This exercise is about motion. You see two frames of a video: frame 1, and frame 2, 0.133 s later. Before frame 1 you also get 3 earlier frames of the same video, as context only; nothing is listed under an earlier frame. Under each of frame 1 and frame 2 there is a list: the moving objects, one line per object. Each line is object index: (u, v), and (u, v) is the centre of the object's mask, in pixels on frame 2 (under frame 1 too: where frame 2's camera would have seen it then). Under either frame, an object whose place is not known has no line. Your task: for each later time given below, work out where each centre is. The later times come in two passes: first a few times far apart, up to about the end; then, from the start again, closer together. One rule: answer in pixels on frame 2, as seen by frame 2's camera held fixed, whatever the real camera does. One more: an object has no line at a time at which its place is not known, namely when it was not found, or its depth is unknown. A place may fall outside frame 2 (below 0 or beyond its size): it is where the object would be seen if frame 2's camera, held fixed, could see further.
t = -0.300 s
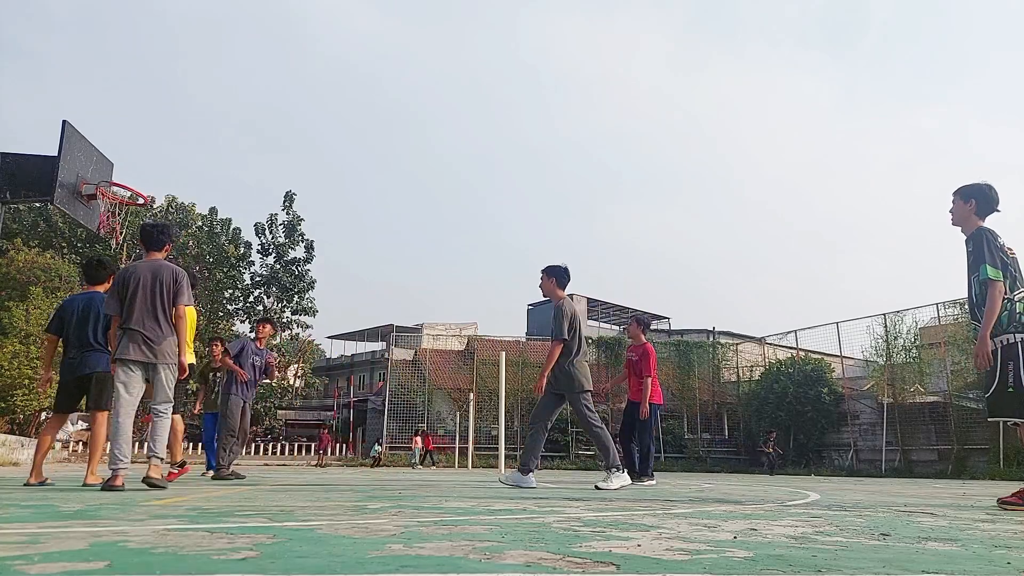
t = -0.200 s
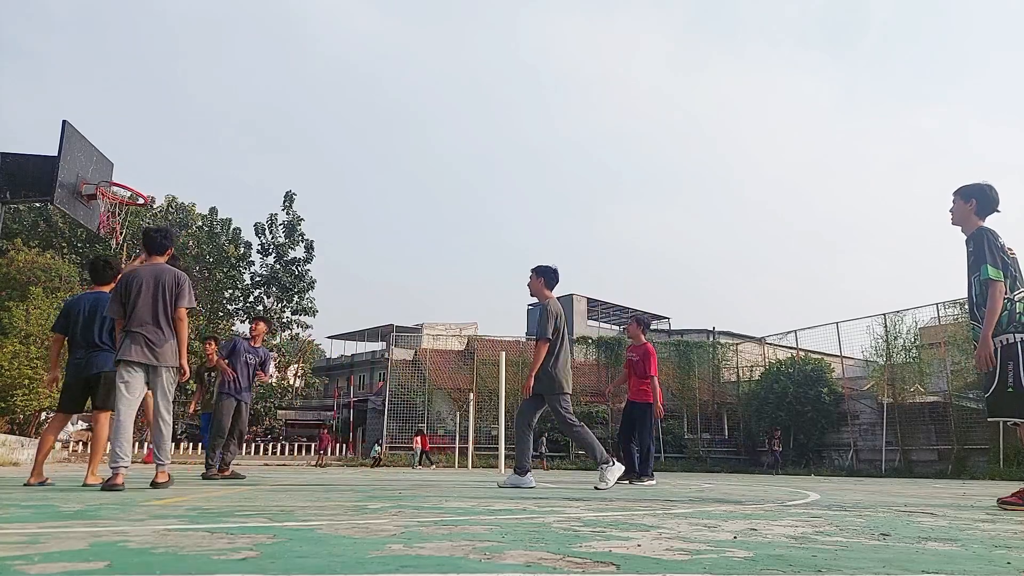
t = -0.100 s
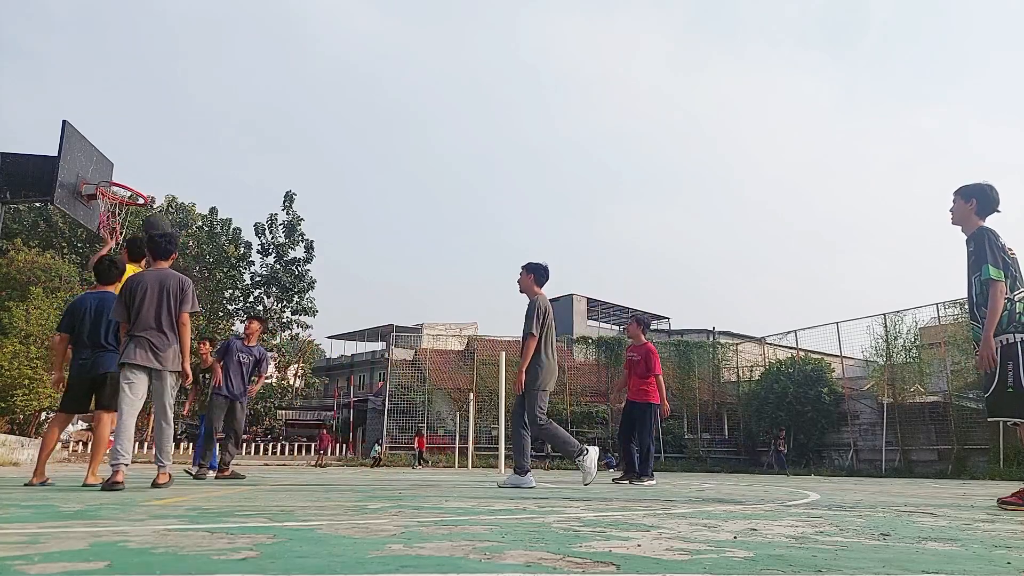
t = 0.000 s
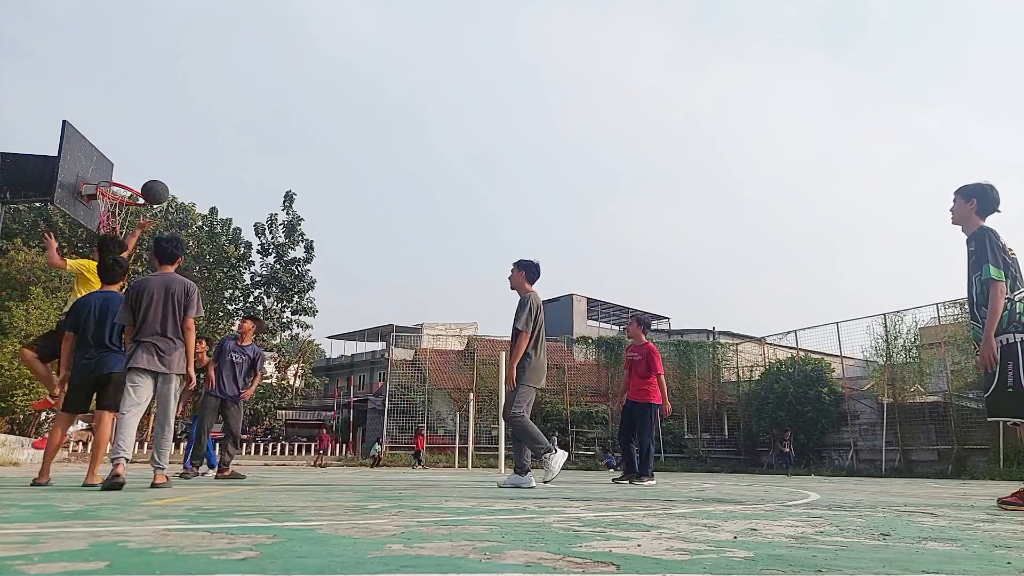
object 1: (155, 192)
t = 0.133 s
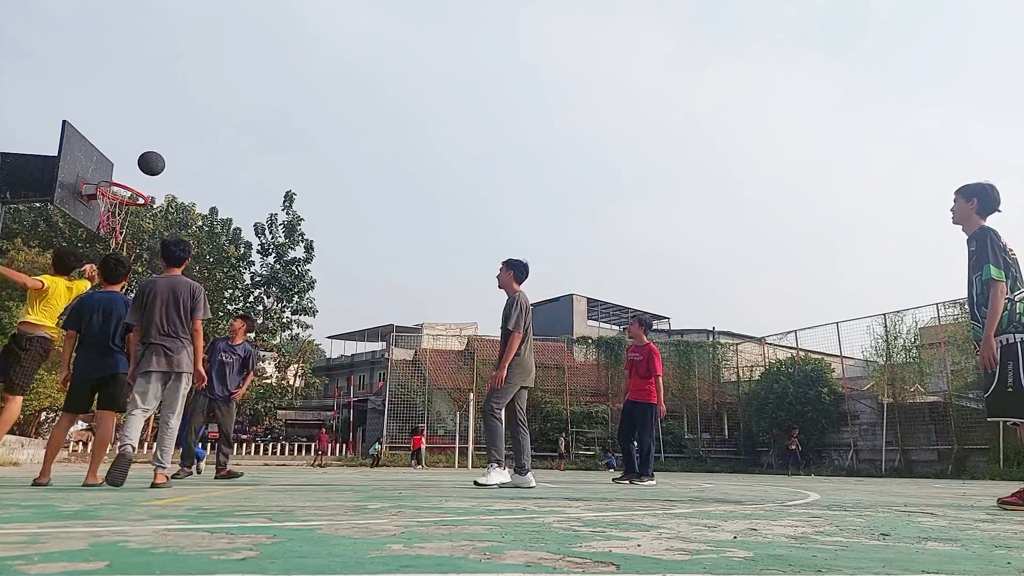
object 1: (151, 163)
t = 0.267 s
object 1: (146, 152)
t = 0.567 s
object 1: (127, 179)
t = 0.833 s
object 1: (106, 243)
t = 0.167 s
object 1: (150, 159)
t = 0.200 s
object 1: (149, 155)
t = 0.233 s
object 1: (147, 153)
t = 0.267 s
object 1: (146, 152)
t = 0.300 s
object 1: (144, 151)
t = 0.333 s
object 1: (142, 152)
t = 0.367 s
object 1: (140, 153)
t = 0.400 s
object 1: (138, 156)
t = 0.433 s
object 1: (136, 160)
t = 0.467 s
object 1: (134, 164)
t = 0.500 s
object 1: (131, 169)
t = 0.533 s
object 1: (129, 175)
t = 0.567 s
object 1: (127, 179)
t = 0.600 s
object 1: (126, 184)
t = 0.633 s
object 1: (121, 199)
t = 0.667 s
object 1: (116, 206)
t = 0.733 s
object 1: (106, 229)
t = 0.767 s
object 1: (106, 233)
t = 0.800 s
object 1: (105, 238)
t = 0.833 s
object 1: (106, 243)
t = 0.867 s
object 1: (103, 248)
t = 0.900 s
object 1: (102, 252)
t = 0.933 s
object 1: (101, 259)
